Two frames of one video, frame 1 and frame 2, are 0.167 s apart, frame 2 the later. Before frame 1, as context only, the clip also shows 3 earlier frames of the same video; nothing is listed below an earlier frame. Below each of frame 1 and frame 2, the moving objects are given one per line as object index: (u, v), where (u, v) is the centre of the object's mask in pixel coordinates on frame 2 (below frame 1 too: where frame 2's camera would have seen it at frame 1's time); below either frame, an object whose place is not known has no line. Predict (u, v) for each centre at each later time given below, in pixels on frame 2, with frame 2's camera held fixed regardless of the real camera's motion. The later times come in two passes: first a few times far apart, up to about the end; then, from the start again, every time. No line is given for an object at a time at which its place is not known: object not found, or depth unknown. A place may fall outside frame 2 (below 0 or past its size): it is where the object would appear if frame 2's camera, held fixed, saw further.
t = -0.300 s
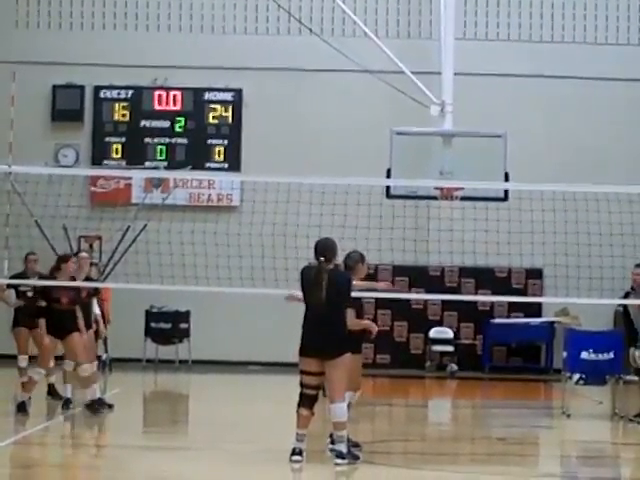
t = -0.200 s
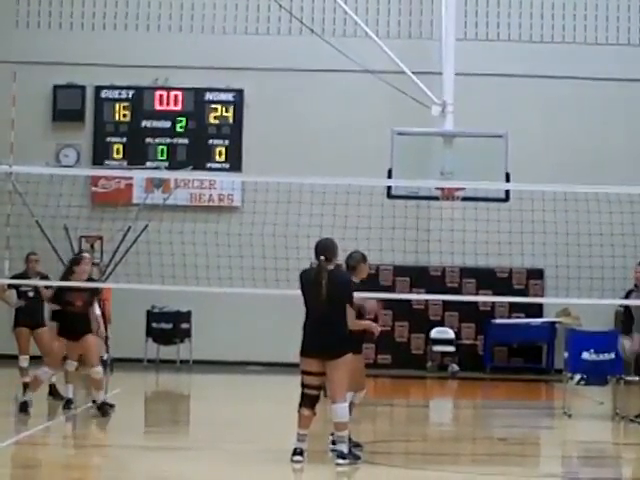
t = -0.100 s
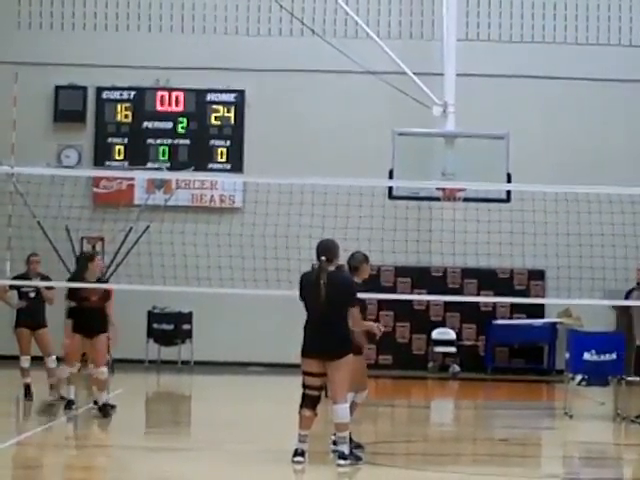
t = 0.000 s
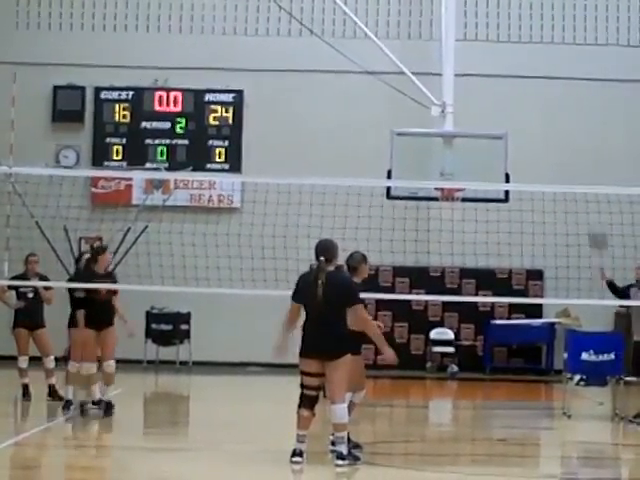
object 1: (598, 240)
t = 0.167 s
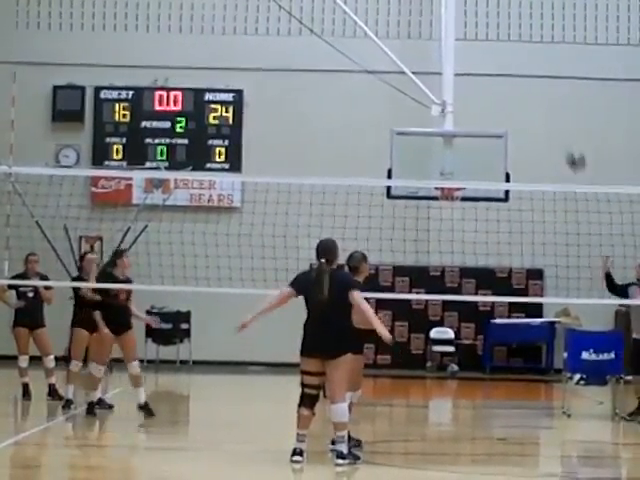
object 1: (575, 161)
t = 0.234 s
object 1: (566, 137)
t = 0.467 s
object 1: (533, 83)
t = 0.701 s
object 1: (497, 83)
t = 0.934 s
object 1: (457, 144)
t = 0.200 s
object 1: (571, 148)
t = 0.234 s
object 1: (566, 137)
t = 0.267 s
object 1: (562, 126)
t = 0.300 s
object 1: (557, 116)
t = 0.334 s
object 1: (553, 108)
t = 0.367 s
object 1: (547, 100)
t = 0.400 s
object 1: (543, 94)
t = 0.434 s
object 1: (538, 88)
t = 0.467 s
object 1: (533, 83)
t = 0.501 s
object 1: (528, 80)
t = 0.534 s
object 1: (523, 78)
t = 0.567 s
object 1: (518, 76)
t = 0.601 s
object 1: (512, 76)
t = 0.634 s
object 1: (507, 78)
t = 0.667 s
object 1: (502, 80)
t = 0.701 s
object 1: (497, 83)
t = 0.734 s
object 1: (491, 88)
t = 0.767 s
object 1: (486, 95)
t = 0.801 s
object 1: (480, 102)
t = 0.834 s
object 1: (475, 111)
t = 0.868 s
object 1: (469, 120)
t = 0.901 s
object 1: (464, 131)
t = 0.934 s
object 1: (457, 144)
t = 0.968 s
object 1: (451, 156)
